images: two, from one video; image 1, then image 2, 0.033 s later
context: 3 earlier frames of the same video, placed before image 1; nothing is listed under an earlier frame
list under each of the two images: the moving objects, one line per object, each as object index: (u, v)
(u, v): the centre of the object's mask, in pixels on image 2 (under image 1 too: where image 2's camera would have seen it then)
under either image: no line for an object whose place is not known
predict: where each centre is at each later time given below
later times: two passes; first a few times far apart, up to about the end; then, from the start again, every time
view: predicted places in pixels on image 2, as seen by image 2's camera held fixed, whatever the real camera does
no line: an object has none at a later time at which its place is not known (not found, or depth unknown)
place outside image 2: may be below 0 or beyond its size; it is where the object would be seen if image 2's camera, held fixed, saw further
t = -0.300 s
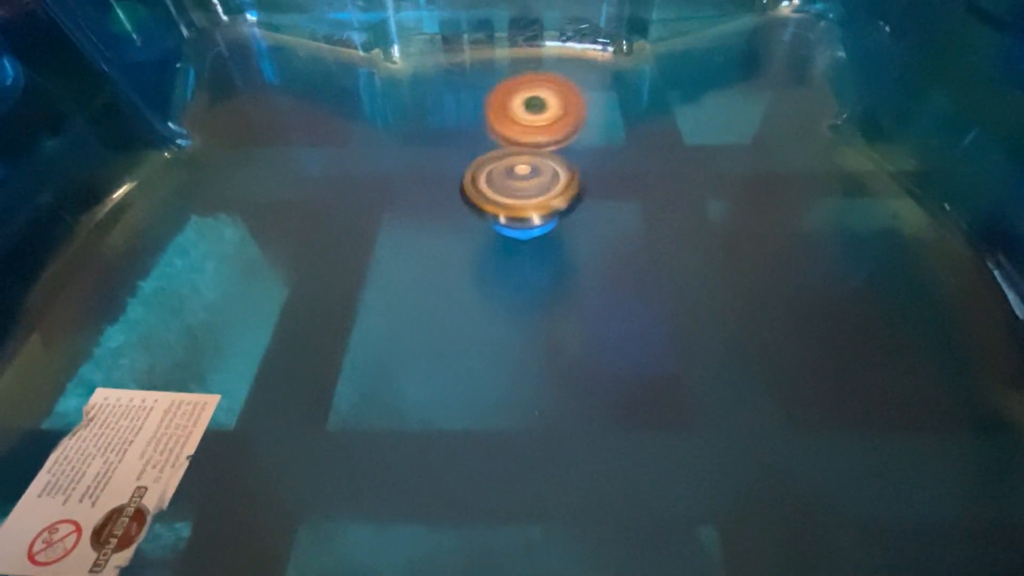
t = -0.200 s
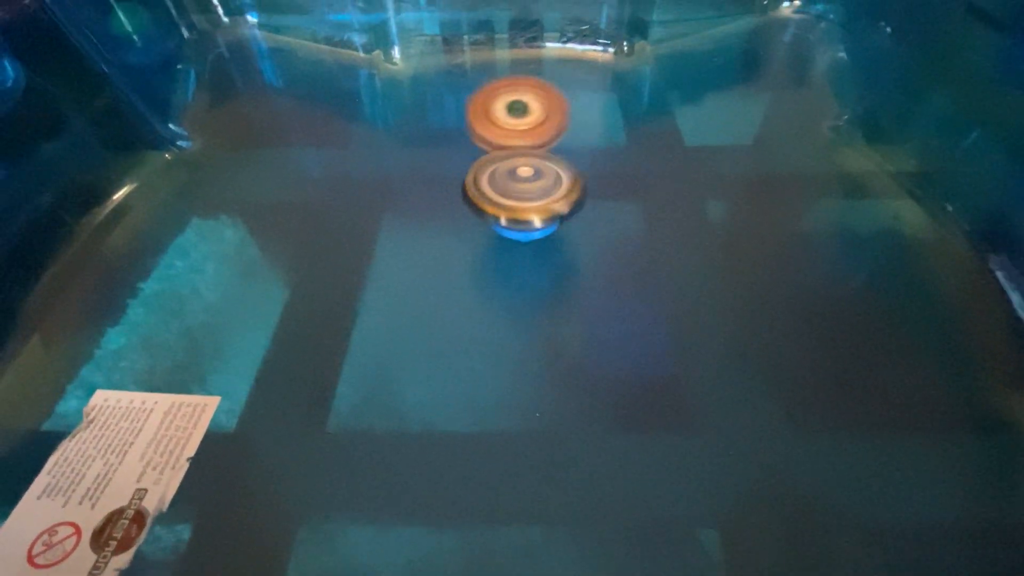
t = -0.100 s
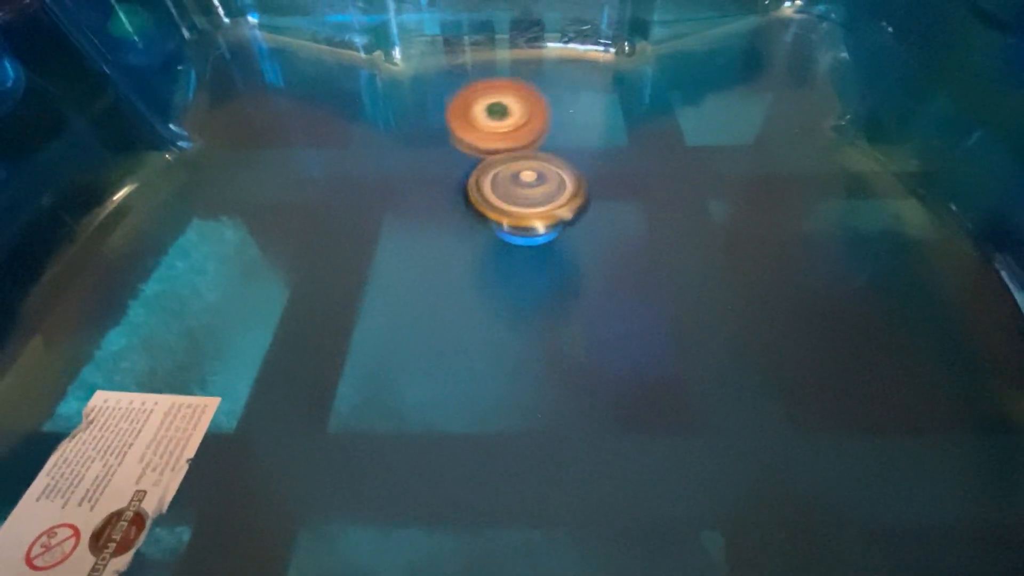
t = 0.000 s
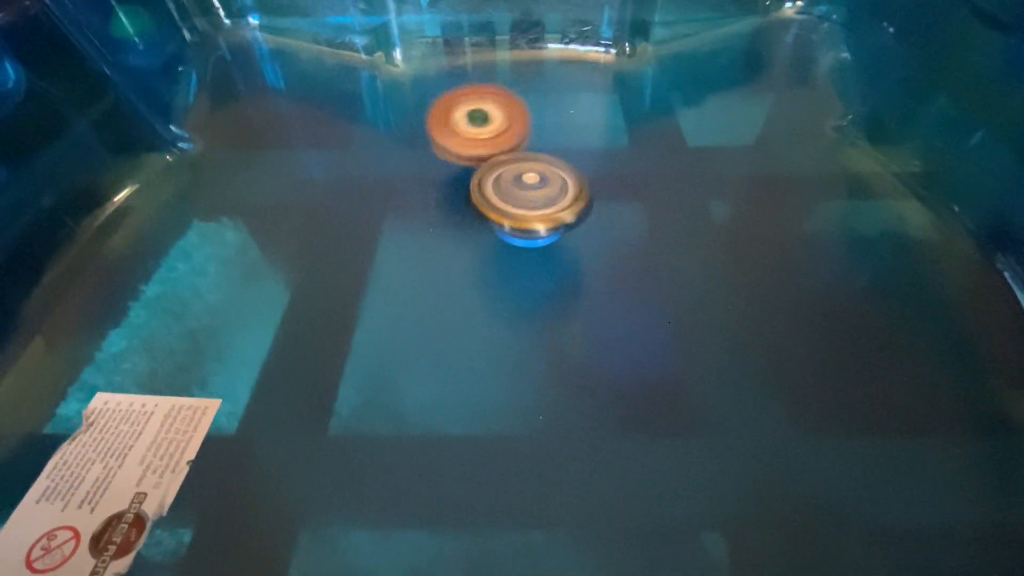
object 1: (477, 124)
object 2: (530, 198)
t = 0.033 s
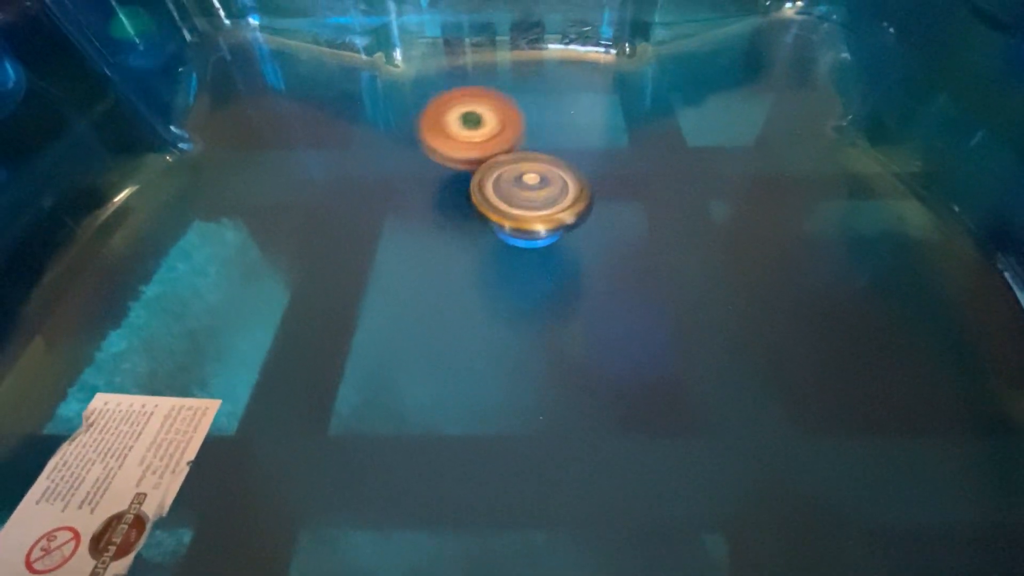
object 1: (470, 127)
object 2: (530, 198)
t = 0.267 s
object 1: (421, 155)
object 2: (531, 199)
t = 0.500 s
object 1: (377, 196)
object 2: (528, 202)
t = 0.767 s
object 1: (345, 252)
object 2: (524, 202)
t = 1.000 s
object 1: (345, 306)
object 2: (522, 200)
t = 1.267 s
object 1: (387, 349)
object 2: (523, 198)
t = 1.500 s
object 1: (455, 363)
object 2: (528, 198)
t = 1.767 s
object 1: (547, 341)
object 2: (530, 199)
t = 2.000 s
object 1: (609, 295)
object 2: (530, 200)
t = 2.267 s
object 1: (661, 245)
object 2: (524, 201)
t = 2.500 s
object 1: (668, 209)
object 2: (520, 199)
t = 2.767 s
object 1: (645, 180)
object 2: (516, 198)
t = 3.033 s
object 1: (624, 164)
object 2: (488, 205)
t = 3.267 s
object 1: (590, 162)
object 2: (458, 204)
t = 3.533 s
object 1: (560, 159)
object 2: (430, 211)
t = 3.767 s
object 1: (541, 168)
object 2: (429, 212)
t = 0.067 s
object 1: (463, 130)
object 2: (531, 198)
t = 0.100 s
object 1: (456, 133)
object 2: (531, 198)
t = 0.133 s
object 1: (449, 136)
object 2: (531, 198)
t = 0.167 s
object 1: (442, 141)
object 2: (531, 199)
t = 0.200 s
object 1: (435, 145)
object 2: (531, 199)
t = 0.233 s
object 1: (427, 150)
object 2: (531, 199)
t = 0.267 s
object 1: (421, 155)
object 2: (531, 199)
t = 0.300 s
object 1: (414, 160)
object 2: (531, 200)
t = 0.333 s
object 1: (407, 165)
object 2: (530, 200)
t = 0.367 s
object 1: (400, 171)
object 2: (529, 200)
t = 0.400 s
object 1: (394, 177)
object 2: (529, 201)
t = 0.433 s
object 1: (388, 184)
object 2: (529, 201)
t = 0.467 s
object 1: (382, 190)
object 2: (528, 201)
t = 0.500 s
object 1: (377, 196)
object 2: (528, 202)
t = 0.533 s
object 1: (372, 203)
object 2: (527, 202)
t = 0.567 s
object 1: (367, 209)
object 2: (527, 202)
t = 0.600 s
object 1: (363, 217)
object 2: (527, 202)
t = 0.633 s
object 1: (358, 223)
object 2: (526, 202)
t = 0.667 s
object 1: (355, 230)
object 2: (526, 202)
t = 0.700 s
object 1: (350, 237)
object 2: (525, 202)
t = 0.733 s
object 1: (347, 244)
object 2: (525, 202)
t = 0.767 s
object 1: (345, 252)
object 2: (524, 202)
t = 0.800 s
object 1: (343, 259)
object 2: (524, 202)
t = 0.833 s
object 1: (343, 266)
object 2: (523, 202)
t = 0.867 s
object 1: (341, 273)
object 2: (523, 201)
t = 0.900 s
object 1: (341, 280)
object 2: (523, 201)
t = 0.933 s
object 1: (342, 288)
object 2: (523, 201)
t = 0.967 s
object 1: (343, 297)
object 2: (523, 200)
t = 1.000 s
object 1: (345, 306)
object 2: (522, 200)
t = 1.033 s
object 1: (347, 313)
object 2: (522, 200)
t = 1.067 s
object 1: (351, 319)
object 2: (522, 200)
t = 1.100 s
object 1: (355, 325)
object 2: (522, 199)
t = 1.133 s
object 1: (359, 330)
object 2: (522, 199)
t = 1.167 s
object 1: (364, 334)
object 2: (522, 199)
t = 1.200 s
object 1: (371, 339)
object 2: (522, 199)
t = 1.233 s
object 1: (377, 344)
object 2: (523, 198)
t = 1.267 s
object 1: (387, 349)
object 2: (523, 198)
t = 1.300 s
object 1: (396, 353)
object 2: (524, 198)
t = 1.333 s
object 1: (406, 356)
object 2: (524, 198)
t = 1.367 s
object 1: (415, 359)
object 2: (525, 198)
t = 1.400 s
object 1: (425, 361)
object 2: (526, 198)
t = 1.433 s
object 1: (435, 362)
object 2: (526, 198)
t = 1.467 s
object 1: (445, 363)
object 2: (527, 198)
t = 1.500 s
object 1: (455, 363)
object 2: (528, 198)
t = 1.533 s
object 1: (466, 363)
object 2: (528, 198)
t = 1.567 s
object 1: (478, 362)
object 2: (529, 198)
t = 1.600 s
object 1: (489, 360)
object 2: (529, 198)
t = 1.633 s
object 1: (501, 357)
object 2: (529, 198)
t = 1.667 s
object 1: (513, 354)
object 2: (530, 199)
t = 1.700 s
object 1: (524, 351)
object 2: (530, 199)
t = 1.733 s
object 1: (536, 346)
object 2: (531, 199)
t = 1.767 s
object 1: (547, 341)
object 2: (530, 199)
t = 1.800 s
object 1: (558, 335)
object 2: (531, 199)
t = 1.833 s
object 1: (568, 329)
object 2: (531, 199)
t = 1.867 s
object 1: (577, 323)
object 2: (530, 200)
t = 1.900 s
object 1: (585, 317)
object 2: (530, 200)
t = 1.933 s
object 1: (593, 310)
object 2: (530, 201)
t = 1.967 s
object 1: (601, 302)
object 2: (530, 200)
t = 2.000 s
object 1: (609, 295)
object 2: (530, 200)
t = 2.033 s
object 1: (619, 288)
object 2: (528, 200)
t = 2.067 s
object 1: (627, 282)
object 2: (528, 200)
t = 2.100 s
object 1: (635, 275)
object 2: (527, 200)
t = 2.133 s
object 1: (641, 269)
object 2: (527, 200)
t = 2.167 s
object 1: (647, 264)
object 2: (527, 200)
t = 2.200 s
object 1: (653, 258)
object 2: (526, 200)
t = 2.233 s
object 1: (657, 251)
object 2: (525, 200)
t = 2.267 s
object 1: (661, 245)
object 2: (524, 201)
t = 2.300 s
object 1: (664, 239)
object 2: (524, 200)
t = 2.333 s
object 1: (666, 234)
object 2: (523, 200)
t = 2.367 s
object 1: (668, 228)
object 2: (523, 200)
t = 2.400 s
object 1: (669, 224)
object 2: (522, 200)
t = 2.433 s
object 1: (669, 218)
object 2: (521, 200)
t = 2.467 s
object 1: (669, 214)
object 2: (521, 200)
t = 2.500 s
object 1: (668, 209)
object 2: (520, 199)
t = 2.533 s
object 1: (667, 205)
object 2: (520, 199)
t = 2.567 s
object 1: (665, 201)
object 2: (520, 199)
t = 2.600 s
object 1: (662, 198)
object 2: (519, 199)
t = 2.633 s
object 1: (660, 195)
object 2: (519, 199)
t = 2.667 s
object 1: (656, 191)
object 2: (519, 198)
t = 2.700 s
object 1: (652, 187)
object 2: (519, 198)
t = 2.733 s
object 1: (648, 183)
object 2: (519, 198)
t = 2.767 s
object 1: (645, 180)
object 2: (516, 198)
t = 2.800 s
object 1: (642, 177)
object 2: (516, 198)
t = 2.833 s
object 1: (640, 175)
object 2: (515, 199)
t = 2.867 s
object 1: (638, 172)
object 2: (511, 200)
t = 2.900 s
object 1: (636, 170)
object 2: (507, 201)
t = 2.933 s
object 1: (634, 168)
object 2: (503, 202)
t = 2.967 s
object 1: (630, 166)
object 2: (498, 204)
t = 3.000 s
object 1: (628, 165)
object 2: (493, 205)
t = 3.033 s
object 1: (624, 164)
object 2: (488, 205)
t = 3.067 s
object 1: (621, 163)
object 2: (483, 206)
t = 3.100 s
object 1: (617, 162)
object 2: (479, 207)
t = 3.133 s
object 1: (612, 162)
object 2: (474, 206)
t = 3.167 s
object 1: (607, 161)
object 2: (469, 206)
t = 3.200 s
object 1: (602, 161)
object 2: (465, 205)
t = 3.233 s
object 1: (596, 161)
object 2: (462, 205)
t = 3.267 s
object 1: (590, 162)
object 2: (458, 204)
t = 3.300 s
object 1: (583, 162)
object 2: (457, 203)
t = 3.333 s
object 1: (576, 163)
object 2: (456, 203)
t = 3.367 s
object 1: (569, 164)
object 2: (455, 202)
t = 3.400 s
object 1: (568, 162)
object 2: (447, 206)
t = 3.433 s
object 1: (567, 160)
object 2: (438, 210)
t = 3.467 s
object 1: (565, 160)
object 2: (434, 211)
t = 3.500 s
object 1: (562, 159)
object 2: (430, 211)
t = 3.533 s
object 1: (560, 159)
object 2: (430, 211)
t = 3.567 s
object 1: (557, 160)
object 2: (430, 211)
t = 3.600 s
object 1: (555, 160)
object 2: (430, 211)
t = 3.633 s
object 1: (553, 161)
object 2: (430, 211)
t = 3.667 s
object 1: (550, 163)
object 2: (430, 211)
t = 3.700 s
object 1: (547, 164)
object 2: (430, 211)
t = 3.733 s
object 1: (544, 165)
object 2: (430, 211)
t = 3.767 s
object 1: (541, 168)
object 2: (429, 212)
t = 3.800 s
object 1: (539, 168)
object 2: (427, 213)
